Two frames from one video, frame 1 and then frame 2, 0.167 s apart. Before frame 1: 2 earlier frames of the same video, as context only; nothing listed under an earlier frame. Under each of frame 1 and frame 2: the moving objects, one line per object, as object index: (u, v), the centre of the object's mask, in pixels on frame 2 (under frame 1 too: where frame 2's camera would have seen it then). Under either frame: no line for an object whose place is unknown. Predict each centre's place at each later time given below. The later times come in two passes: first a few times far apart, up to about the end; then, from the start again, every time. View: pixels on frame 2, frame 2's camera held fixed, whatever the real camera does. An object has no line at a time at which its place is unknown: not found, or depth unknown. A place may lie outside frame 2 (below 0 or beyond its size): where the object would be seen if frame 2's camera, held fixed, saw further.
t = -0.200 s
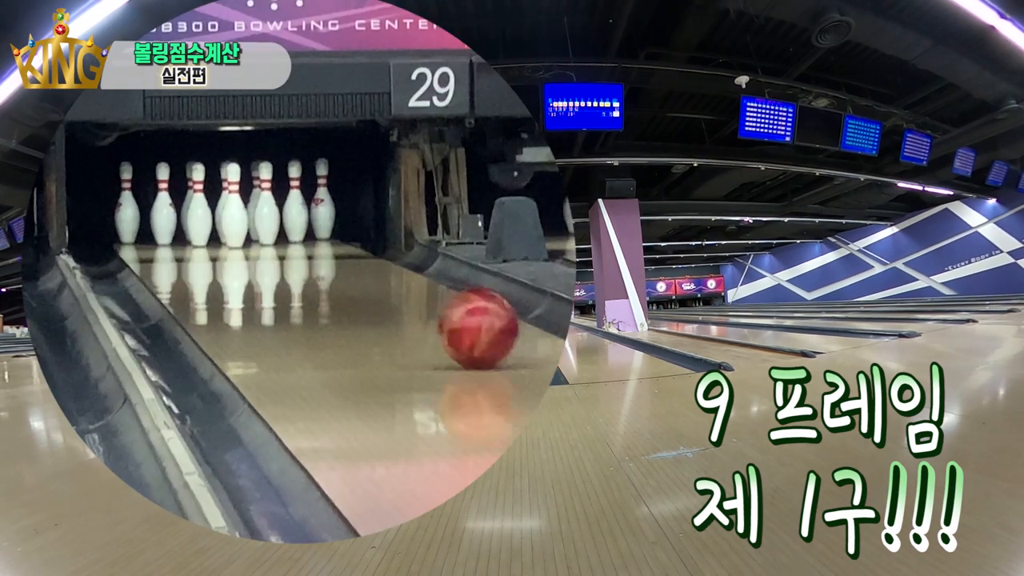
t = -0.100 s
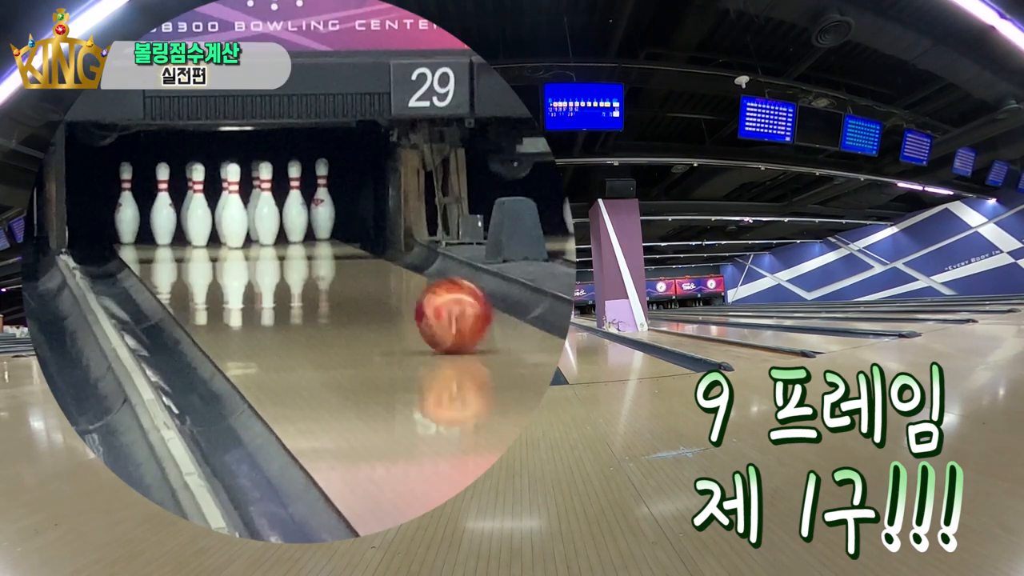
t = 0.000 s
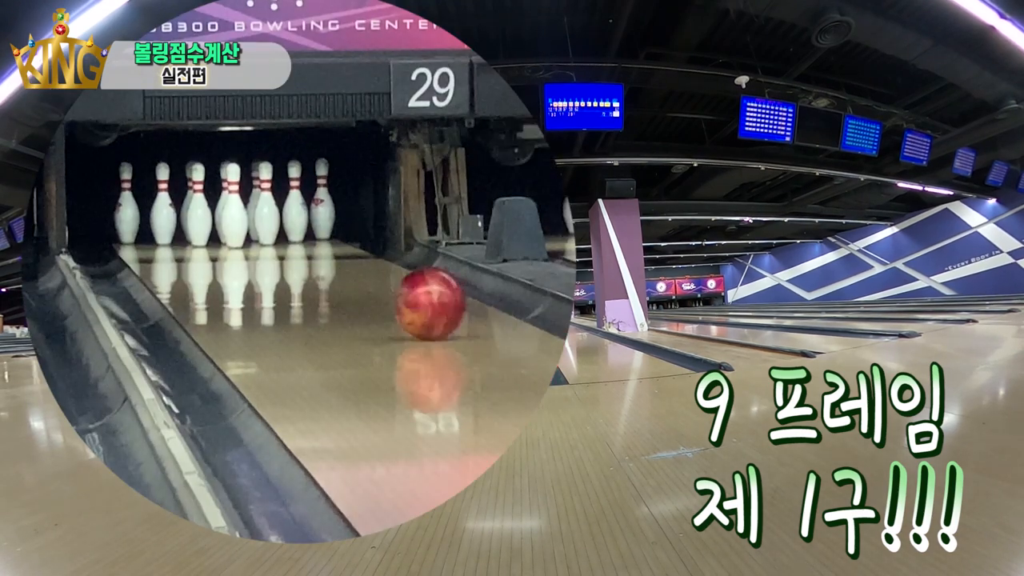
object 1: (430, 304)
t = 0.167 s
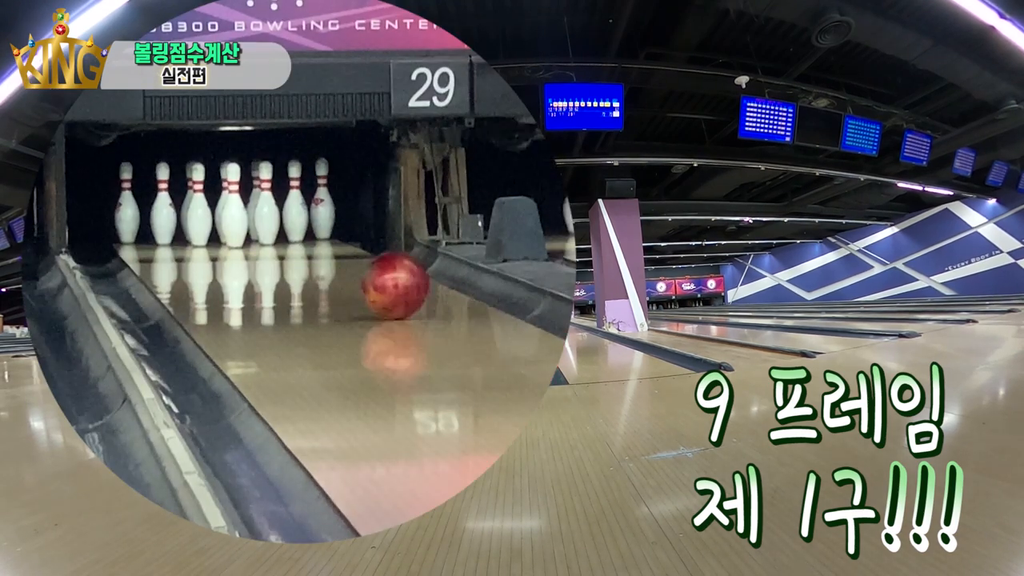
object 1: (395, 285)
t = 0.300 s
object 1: (369, 273)
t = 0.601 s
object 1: (314, 251)
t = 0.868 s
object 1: (266, 237)
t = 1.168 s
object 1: (204, 225)
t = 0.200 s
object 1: (389, 282)
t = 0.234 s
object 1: (382, 278)
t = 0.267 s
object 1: (376, 276)
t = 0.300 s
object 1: (369, 273)
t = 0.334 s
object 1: (363, 271)
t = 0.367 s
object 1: (357, 269)
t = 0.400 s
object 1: (350, 266)
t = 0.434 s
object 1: (344, 264)
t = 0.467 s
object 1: (338, 261)
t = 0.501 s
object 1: (332, 259)
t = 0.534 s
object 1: (326, 256)
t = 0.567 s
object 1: (320, 254)
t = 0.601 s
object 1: (314, 251)
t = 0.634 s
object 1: (308, 249)
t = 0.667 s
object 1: (302, 248)
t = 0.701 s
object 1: (296, 245)
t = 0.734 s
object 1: (290, 244)
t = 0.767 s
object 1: (283, 242)
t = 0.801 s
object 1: (278, 240)
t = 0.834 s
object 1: (271, 239)
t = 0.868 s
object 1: (266, 237)
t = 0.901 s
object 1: (260, 235)
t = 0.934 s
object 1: (254, 233)
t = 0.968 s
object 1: (247, 232)
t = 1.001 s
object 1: (241, 231)
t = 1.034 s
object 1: (235, 229)
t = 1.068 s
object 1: (229, 228)
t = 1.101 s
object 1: (223, 227)
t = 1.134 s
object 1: (216, 226)
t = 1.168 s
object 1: (204, 225)
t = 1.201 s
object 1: (196, 222)
